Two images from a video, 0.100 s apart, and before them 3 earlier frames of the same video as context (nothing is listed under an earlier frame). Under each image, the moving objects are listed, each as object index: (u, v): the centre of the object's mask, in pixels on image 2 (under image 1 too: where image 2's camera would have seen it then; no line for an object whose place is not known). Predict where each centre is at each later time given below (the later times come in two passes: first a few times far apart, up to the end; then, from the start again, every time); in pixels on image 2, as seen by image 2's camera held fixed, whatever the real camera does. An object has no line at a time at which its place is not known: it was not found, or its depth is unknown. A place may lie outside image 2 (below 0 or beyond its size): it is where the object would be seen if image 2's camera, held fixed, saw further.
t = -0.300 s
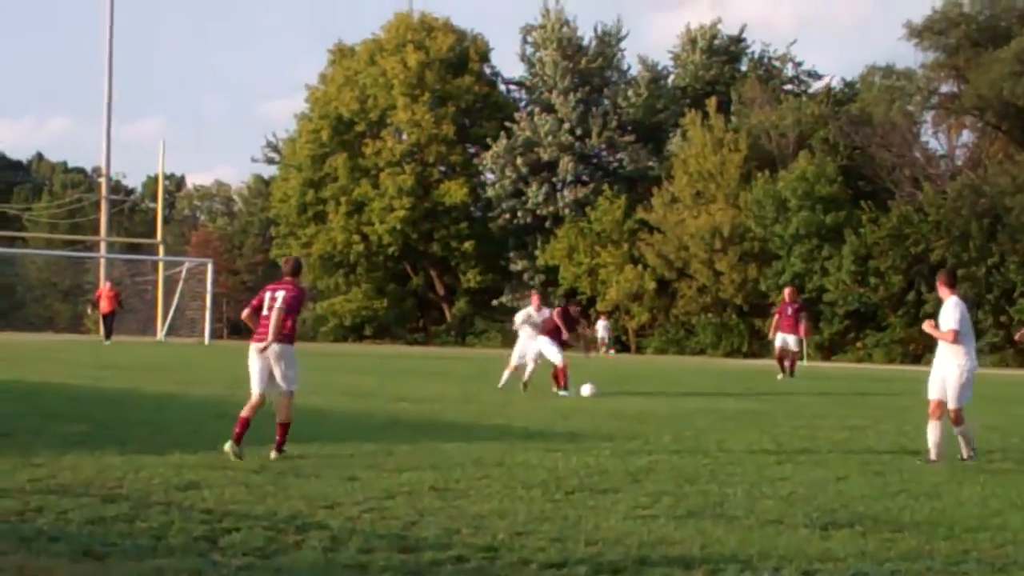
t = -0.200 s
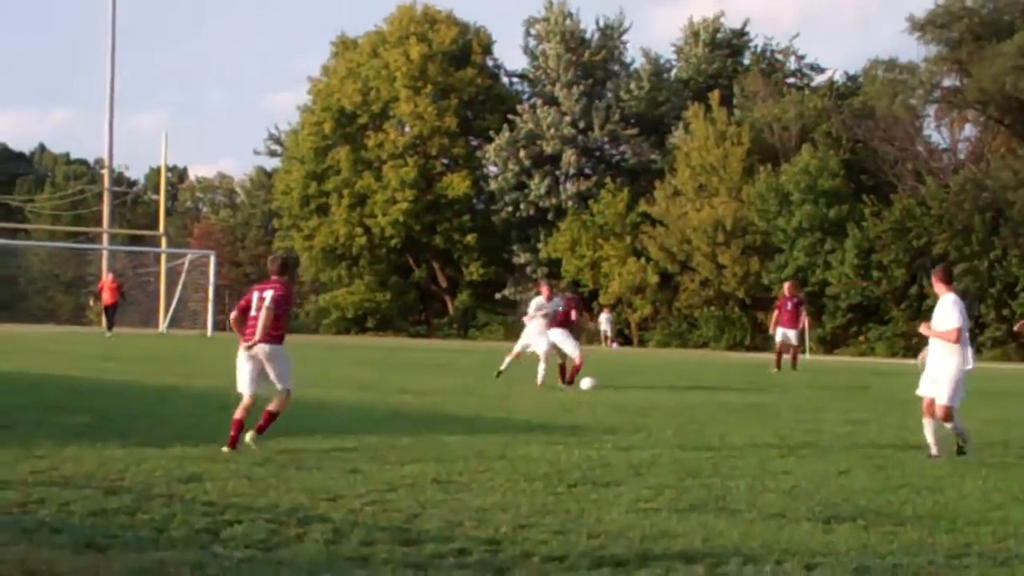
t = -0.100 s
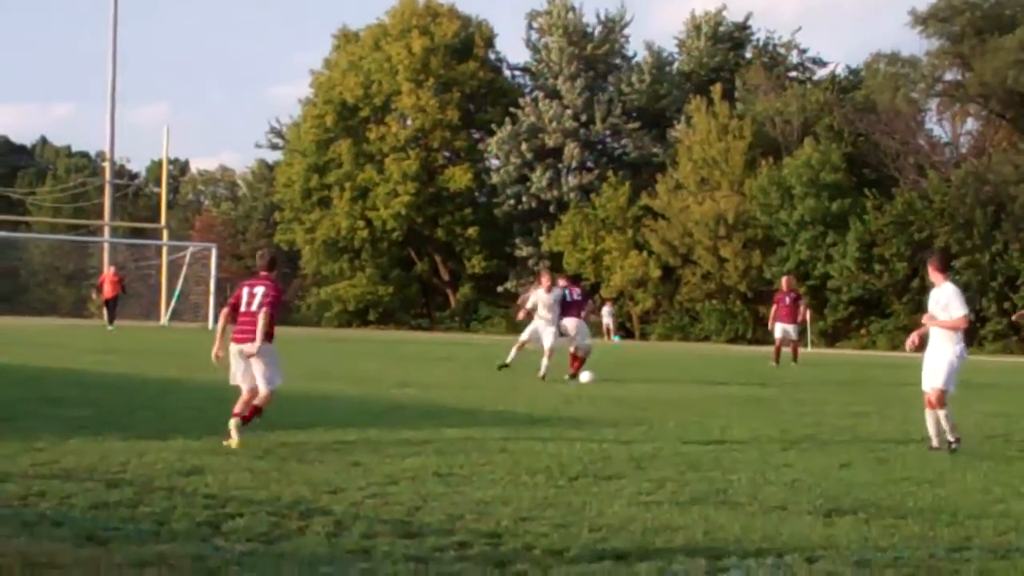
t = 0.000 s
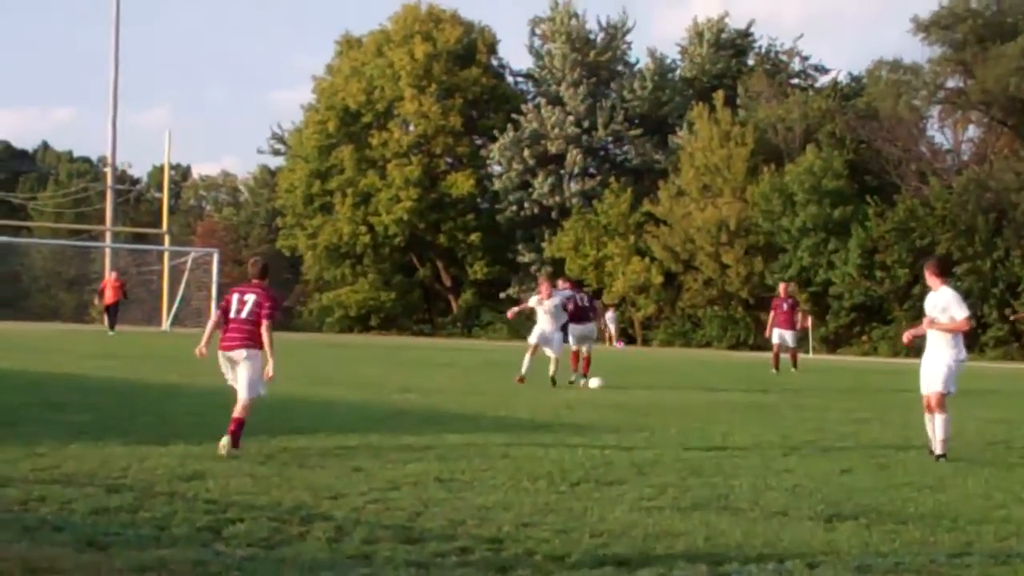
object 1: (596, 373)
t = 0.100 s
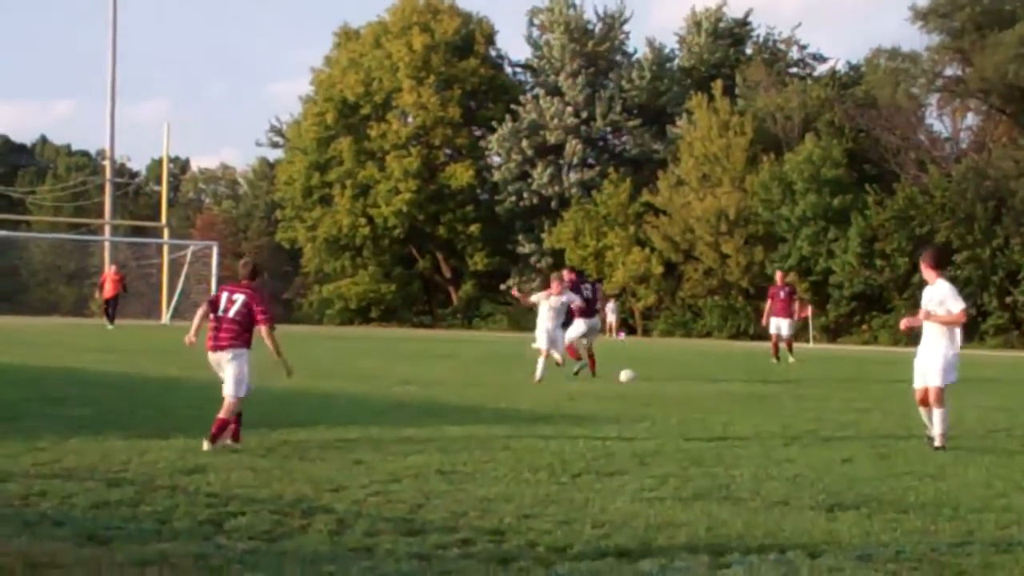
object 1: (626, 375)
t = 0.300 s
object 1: (675, 377)
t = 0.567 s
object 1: (727, 379)
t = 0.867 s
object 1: (781, 384)
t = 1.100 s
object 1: (820, 387)
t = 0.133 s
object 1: (636, 376)
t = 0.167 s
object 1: (644, 376)
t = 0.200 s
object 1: (652, 376)
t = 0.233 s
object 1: (660, 377)
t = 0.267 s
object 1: (668, 377)
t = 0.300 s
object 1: (675, 377)
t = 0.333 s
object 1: (681, 377)
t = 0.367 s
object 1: (688, 378)
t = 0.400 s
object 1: (694, 379)
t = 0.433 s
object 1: (701, 380)
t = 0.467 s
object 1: (707, 380)
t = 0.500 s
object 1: (714, 379)
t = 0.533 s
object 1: (720, 380)
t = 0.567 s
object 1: (727, 379)
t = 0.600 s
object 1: (733, 380)
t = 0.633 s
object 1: (739, 382)
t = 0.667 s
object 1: (745, 382)
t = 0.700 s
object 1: (752, 382)
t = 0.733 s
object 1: (758, 382)
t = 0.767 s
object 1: (763, 382)
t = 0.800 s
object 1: (769, 383)
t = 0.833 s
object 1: (775, 384)
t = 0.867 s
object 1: (781, 384)
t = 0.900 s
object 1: (786, 385)
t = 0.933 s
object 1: (792, 386)
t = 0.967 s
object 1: (798, 385)
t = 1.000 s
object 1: (803, 385)
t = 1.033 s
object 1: (809, 385)
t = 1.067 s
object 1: (815, 386)
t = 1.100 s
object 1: (820, 387)
